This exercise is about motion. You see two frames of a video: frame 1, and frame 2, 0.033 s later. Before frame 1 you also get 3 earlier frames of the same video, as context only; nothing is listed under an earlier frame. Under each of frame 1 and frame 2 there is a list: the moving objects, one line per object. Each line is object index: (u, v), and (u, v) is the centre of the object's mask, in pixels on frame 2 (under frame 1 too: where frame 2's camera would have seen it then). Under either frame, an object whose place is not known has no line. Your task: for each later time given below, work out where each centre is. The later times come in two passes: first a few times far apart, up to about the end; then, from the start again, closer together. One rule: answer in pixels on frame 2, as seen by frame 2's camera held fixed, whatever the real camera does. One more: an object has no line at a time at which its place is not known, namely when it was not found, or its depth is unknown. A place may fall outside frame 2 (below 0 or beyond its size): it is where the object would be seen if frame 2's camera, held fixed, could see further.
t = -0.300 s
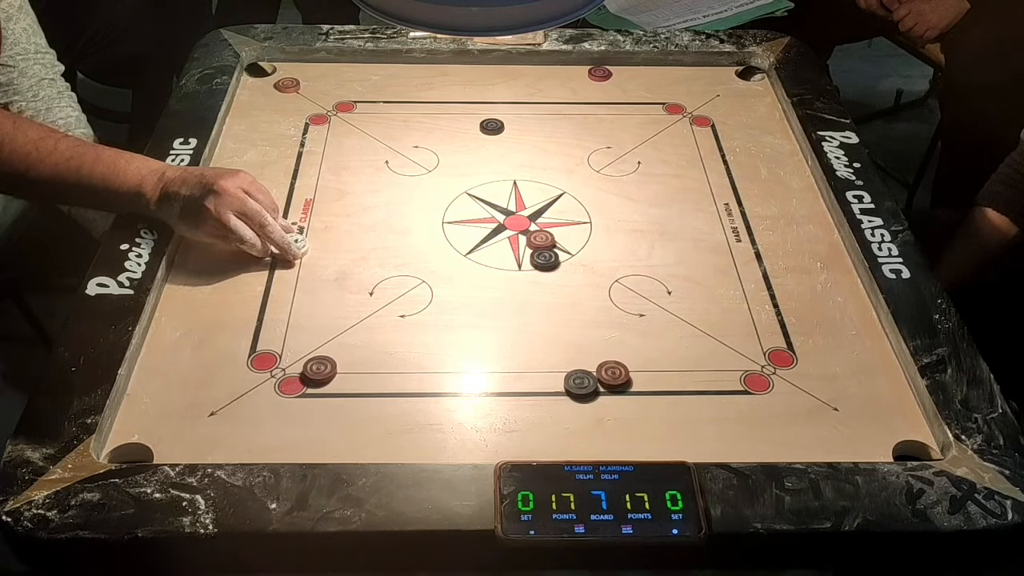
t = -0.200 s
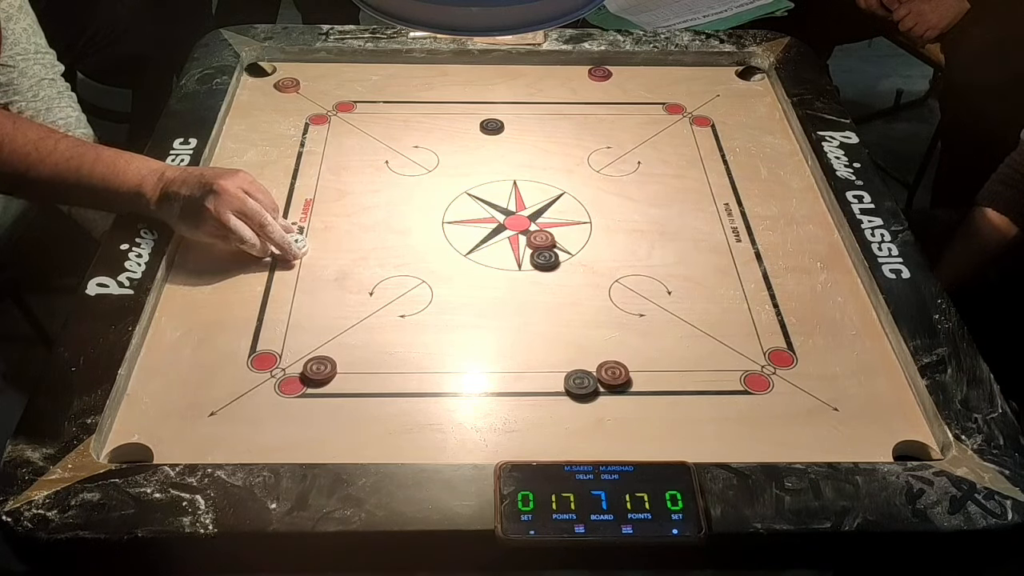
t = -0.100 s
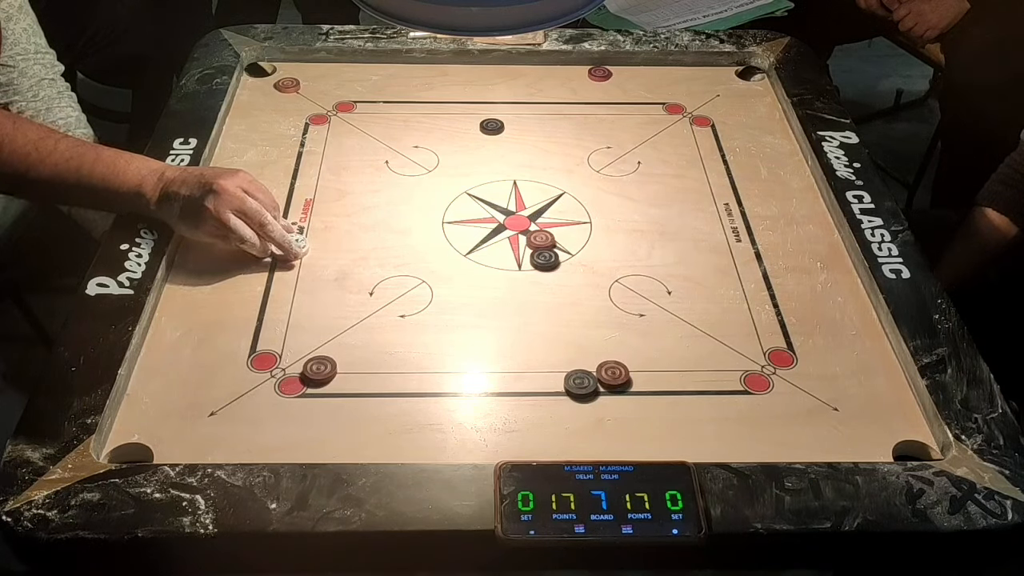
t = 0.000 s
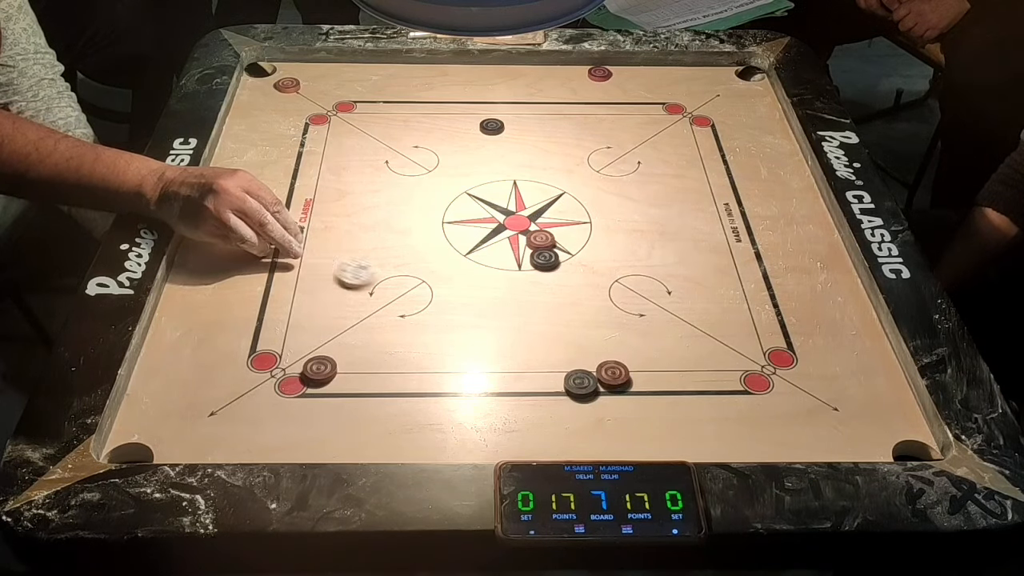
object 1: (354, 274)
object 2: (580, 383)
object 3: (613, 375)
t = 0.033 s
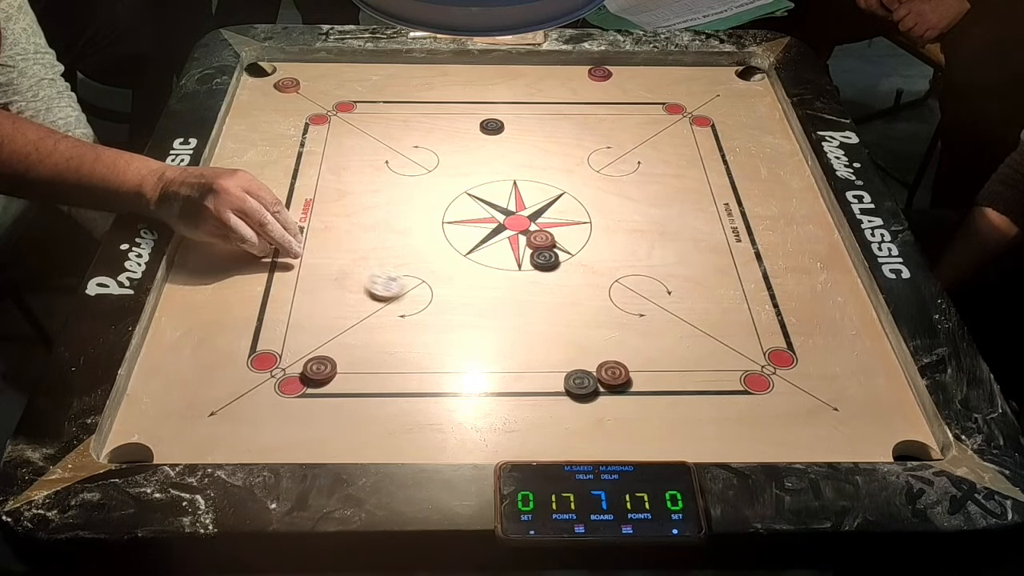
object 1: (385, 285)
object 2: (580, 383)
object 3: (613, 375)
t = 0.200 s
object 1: (533, 343)
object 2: (580, 383)
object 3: (613, 375)
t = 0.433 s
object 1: (631, 356)
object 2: (626, 452)
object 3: (730, 426)
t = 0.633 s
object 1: (647, 356)
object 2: (636, 434)
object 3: (802, 452)
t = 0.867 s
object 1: (647, 356)
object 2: (636, 434)
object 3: (808, 453)
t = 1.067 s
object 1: (647, 356)
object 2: (636, 434)
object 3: (808, 453)
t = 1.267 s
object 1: (647, 356)
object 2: (636, 434)
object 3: (808, 453)
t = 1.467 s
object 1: (647, 356)
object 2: (636, 434)
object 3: (808, 453)
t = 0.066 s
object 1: (416, 298)
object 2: (580, 383)
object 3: (613, 375)
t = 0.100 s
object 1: (447, 310)
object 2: (580, 383)
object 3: (613, 375)
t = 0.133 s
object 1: (475, 321)
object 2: (580, 383)
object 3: (613, 375)
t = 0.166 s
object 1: (505, 332)
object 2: (580, 383)
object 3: (613, 375)
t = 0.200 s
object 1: (533, 343)
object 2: (580, 383)
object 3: (613, 375)
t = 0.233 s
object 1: (560, 353)
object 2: (580, 383)
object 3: (613, 375)
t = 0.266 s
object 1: (584, 359)
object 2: (587, 396)
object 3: (619, 378)
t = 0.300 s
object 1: (596, 358)
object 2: (596, 414)
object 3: (645, 390)
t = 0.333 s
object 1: (607, 358)
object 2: (605, 429)
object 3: (669, 401)
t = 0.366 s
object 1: (616, 357)
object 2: (614, 444)
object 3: (692, 411)
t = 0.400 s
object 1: (625, 357)
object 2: (621, 451)
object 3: (711, 418)
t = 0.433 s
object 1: (631, 356)
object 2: (626, 452)
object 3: (730, 426)
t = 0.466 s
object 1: (638, 356)
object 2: (630, 448)
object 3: (747, 433)
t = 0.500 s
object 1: (641, 356)
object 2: (632, 444)
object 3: (762, 438)
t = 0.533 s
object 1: (645, 356)
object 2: (634, 439)
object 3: (775, 444)
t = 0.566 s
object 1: (646, 356)
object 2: (635, 436)
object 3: (786, 447)
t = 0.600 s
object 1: (647, 356)
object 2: (636, 434)
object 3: (796, 450)
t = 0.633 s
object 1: (647, 356)
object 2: (636, 434)
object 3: (802, 452)
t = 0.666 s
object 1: (647, 356)
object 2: (636, 434)
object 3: (807, 452)
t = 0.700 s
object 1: (647, 356)
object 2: (636, 434)
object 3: (808, 452)
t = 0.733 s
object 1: (647, 356)
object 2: (636, 434)
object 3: (809, 452)
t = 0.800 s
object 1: (647, 356)
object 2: (636, 434)
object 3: (809, 452)
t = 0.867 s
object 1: (647, 356)
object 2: (636, 434)
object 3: (808, 453)
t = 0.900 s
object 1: (647, 356)
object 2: (636, 434)
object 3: (809, 452)
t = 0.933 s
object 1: (647, 356)
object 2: (636, 434)
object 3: (808, 453)
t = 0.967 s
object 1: (647, 356)
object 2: (636, 434)
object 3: (809, 452)
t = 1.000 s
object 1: (647, 355)
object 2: (636, 434)
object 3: (808, 453)
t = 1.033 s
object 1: (647, 356)
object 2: (636, 434)
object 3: (809, 452)
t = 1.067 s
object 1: (647, 356)
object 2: (636, 434)
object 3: (808, 453)
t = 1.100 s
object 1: (647, 356)
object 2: (636, 434)
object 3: (808, 453)
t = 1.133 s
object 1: (647, 356)
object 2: (636, 434)
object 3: (808, 453)
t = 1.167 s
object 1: (647, 356)
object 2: (636, 434)
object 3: (808, 453)
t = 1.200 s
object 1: (647, 356)
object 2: (636, 434)
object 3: (808, 453)
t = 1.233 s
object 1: (647, 356)
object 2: (636, 434)
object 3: (809, 452)
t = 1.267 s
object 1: (647, 356)
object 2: (636, 434)
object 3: (808, 453)
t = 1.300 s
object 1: (647, 356)
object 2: (636, 434)
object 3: (808, 453)
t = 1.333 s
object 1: (647, 356)
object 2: (636, 434)
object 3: (808, 453)
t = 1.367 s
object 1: (647, 356)
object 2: (636, 434)
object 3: (808, 453)
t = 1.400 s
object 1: (647, 356)
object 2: (636, 434)
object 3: (808, 453)
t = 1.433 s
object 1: (647, 356)
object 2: (636, 434)
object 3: (808, 453)
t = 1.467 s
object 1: (647, 356)
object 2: (636, 434)
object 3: (808, 453)
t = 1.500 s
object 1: (647, 355)
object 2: (636, 434)
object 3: (808, 453)
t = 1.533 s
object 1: (647, 355)
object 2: (636, 434)
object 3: (808, 453)
